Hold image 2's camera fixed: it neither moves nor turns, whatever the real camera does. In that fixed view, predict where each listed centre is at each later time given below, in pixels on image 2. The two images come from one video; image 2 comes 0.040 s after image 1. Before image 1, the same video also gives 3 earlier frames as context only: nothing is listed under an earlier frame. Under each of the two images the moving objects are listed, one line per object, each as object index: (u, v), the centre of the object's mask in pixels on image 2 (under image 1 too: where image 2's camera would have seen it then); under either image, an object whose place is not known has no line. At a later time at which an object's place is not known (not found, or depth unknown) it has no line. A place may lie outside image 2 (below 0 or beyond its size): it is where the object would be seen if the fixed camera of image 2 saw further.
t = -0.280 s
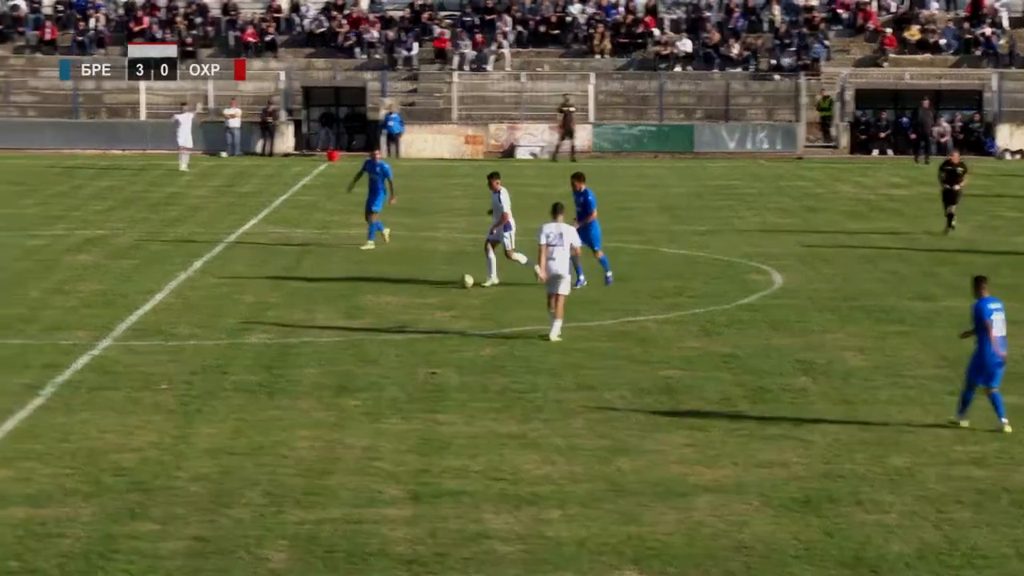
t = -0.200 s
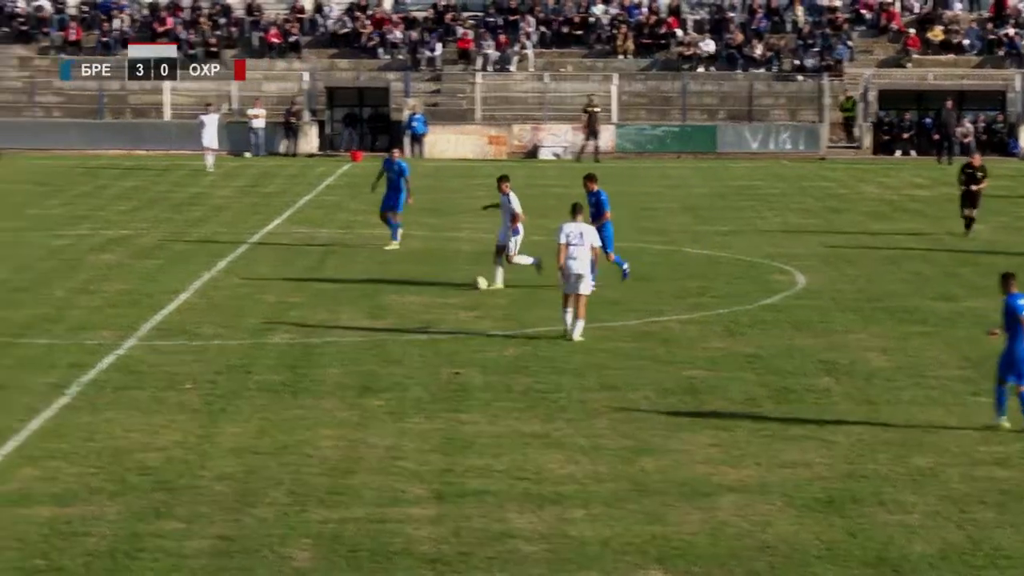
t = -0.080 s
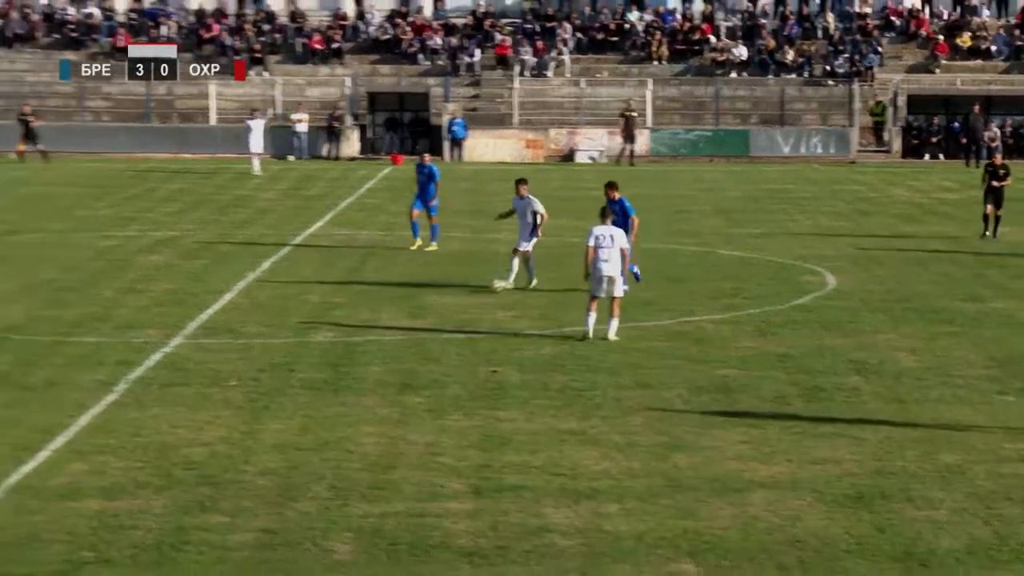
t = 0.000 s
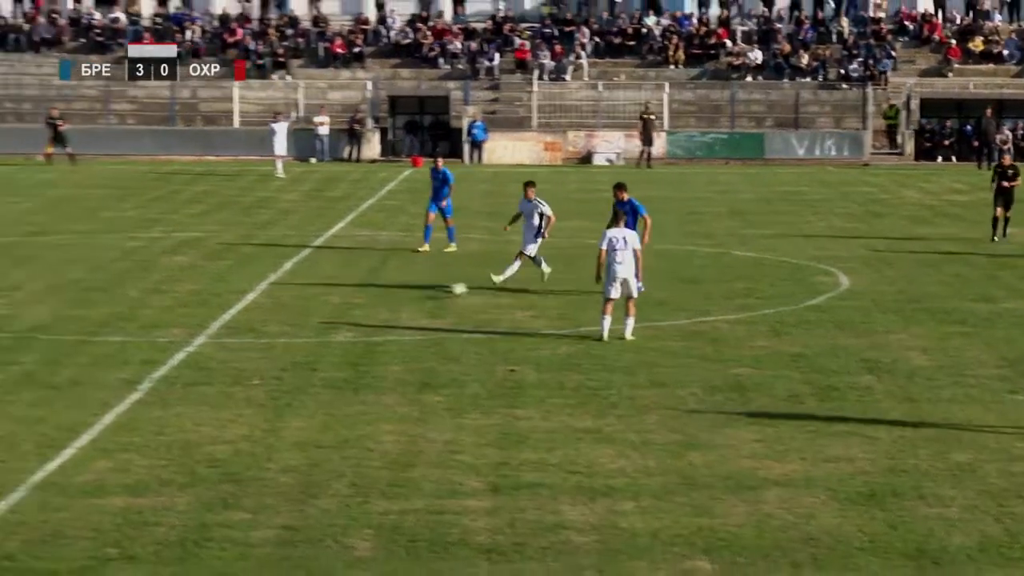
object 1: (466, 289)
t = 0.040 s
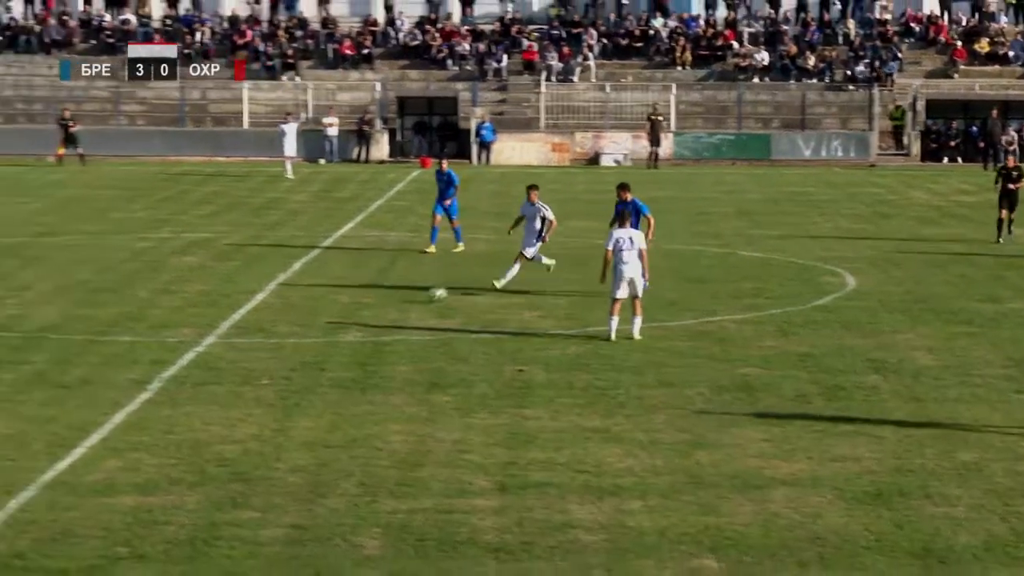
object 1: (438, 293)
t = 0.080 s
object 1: (410, 298)
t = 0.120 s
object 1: (382, 300)
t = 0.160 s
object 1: (359, 301)
